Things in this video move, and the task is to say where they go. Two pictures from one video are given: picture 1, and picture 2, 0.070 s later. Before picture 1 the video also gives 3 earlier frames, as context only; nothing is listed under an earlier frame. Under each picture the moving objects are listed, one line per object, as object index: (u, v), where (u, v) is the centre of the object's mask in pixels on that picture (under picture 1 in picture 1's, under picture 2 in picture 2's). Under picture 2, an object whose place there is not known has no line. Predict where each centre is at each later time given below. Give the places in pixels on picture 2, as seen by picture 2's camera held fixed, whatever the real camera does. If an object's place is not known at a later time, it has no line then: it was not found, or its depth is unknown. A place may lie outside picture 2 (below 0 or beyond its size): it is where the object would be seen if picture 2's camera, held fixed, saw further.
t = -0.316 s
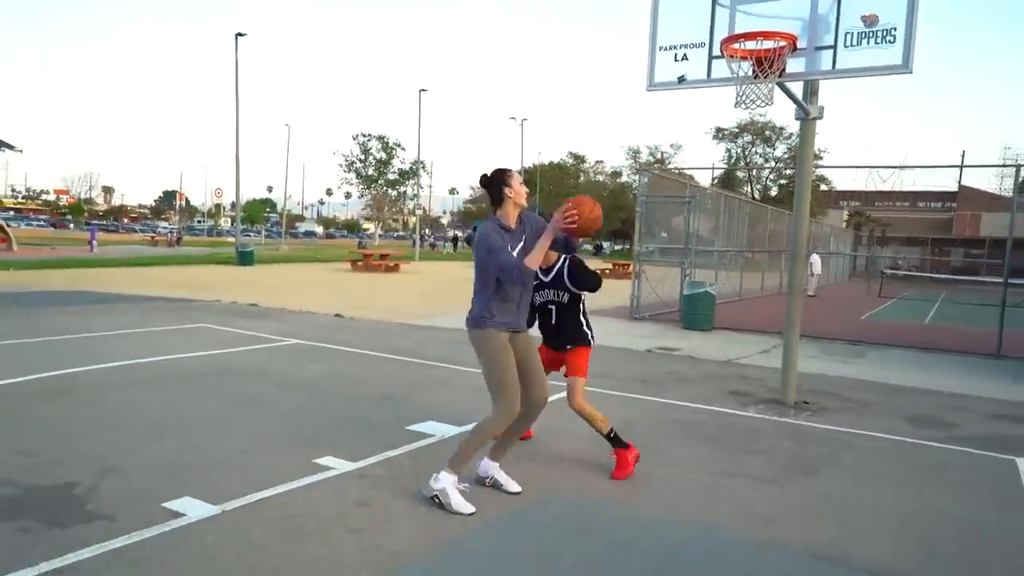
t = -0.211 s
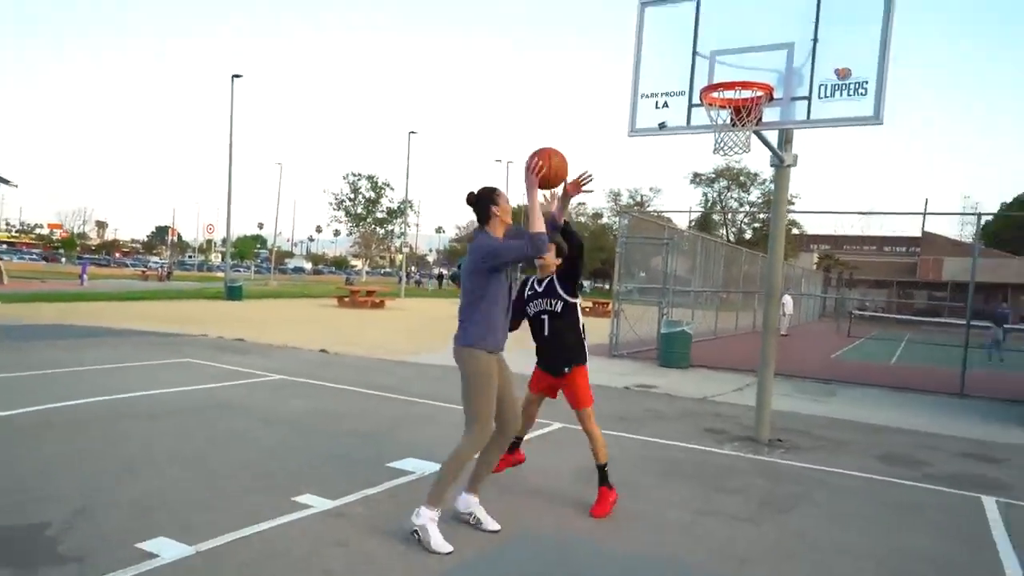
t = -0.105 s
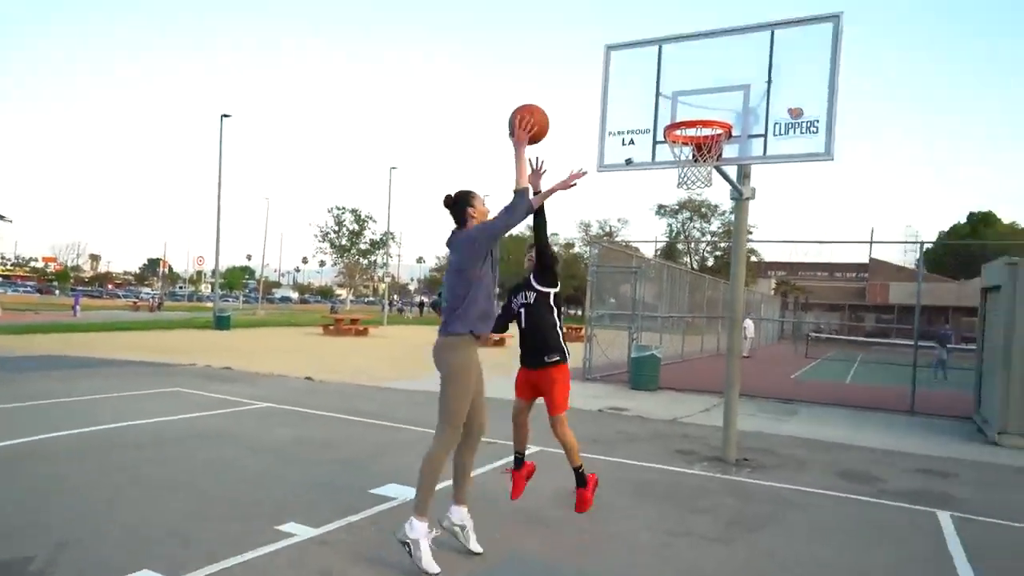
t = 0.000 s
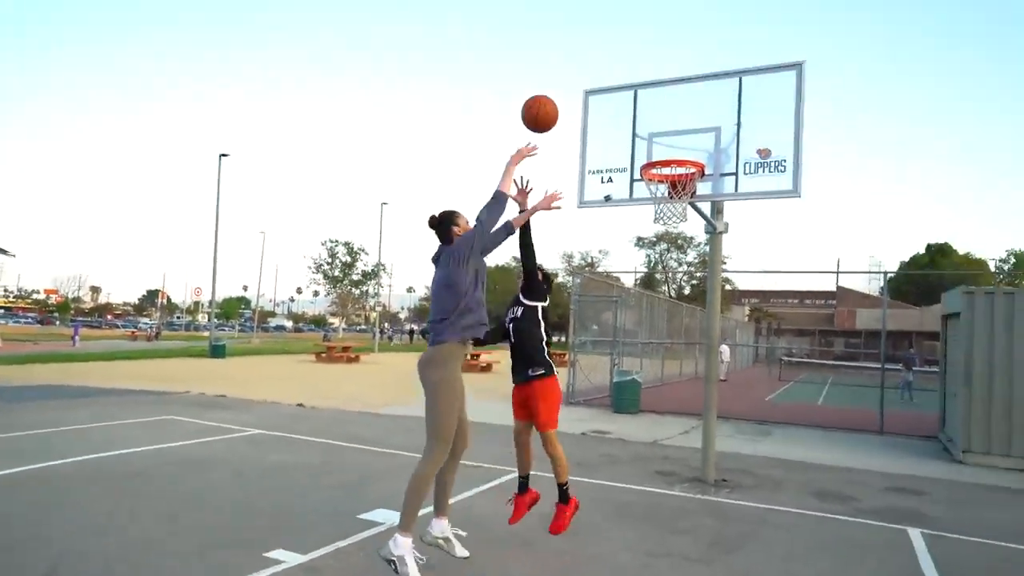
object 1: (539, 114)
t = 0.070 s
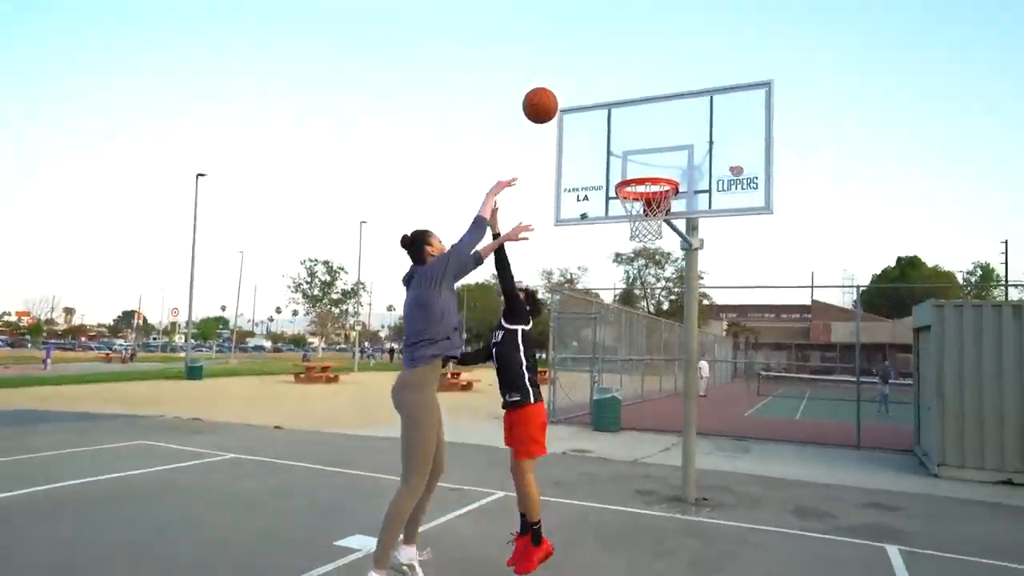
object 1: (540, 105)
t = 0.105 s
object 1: (547, 100)
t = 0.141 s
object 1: (554, 97)
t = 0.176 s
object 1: (559, 97)
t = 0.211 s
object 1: (565, 98)
